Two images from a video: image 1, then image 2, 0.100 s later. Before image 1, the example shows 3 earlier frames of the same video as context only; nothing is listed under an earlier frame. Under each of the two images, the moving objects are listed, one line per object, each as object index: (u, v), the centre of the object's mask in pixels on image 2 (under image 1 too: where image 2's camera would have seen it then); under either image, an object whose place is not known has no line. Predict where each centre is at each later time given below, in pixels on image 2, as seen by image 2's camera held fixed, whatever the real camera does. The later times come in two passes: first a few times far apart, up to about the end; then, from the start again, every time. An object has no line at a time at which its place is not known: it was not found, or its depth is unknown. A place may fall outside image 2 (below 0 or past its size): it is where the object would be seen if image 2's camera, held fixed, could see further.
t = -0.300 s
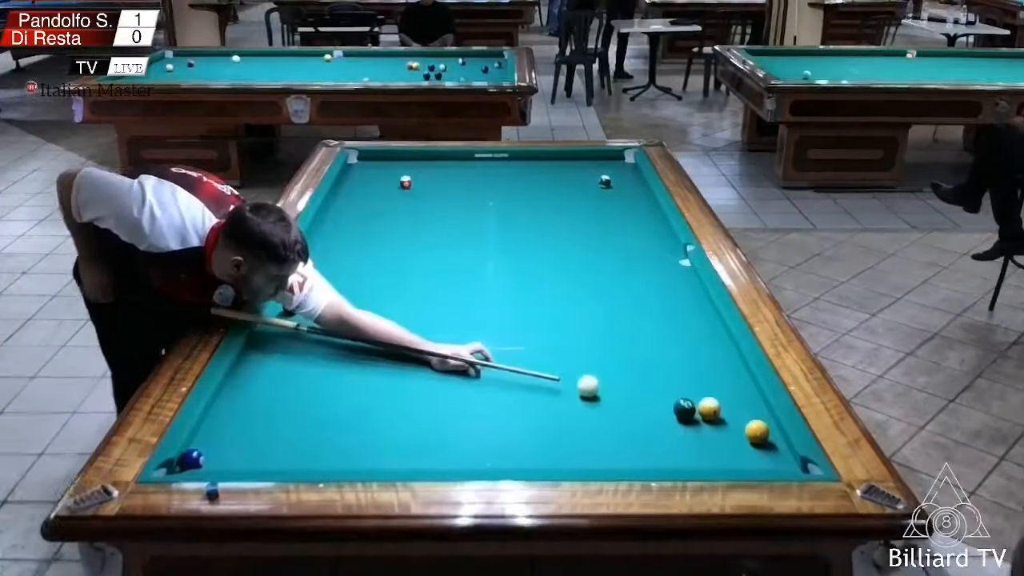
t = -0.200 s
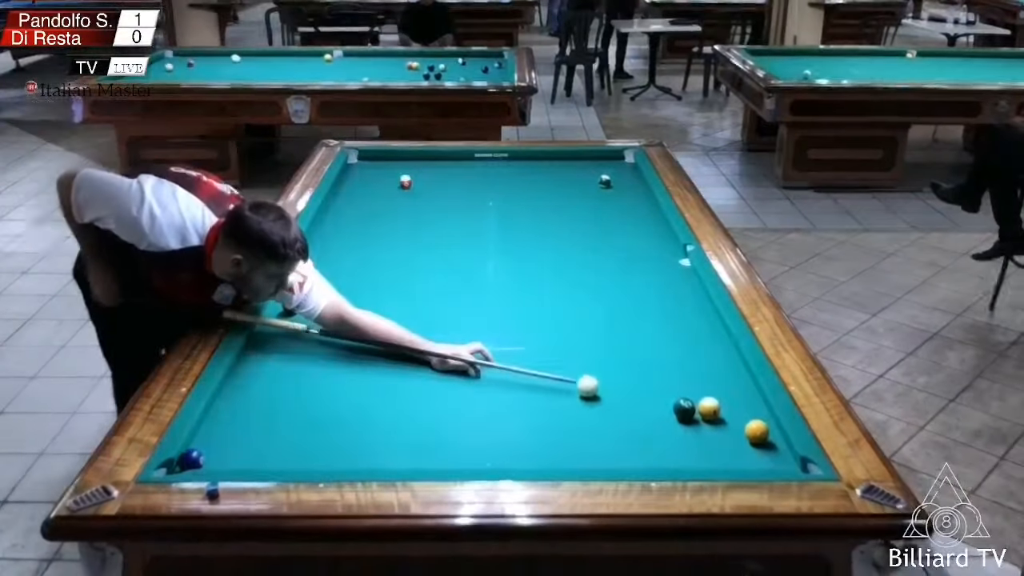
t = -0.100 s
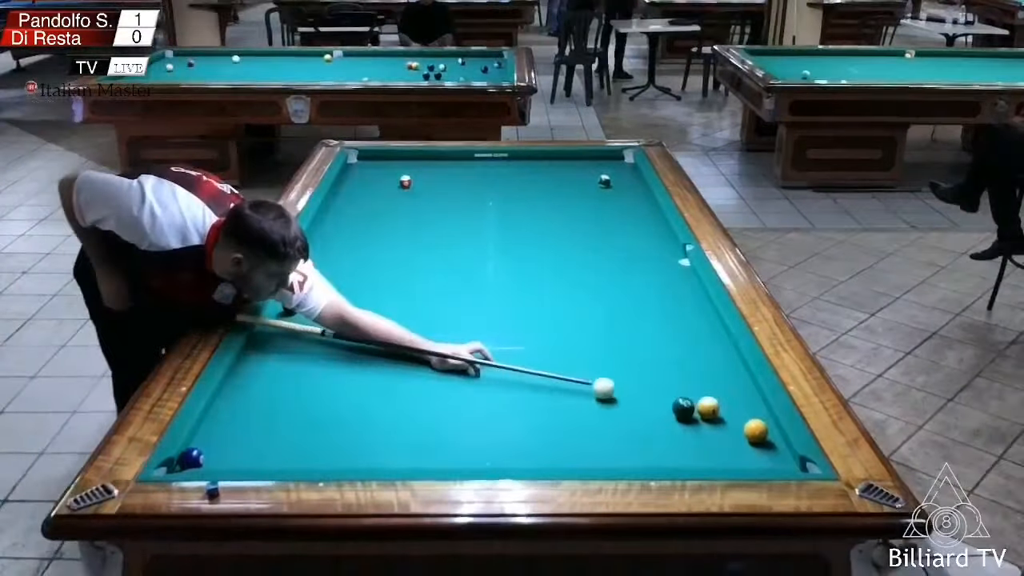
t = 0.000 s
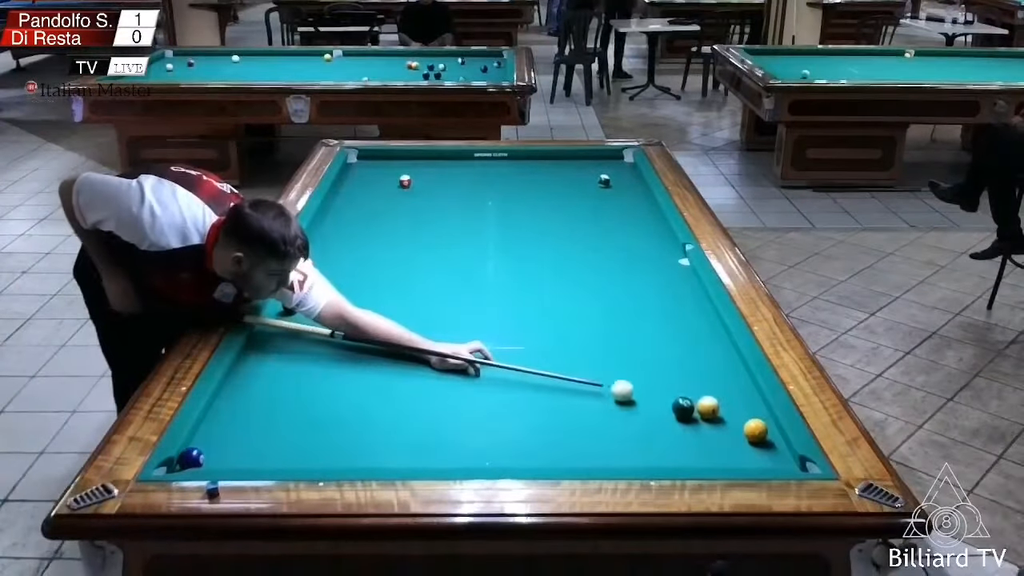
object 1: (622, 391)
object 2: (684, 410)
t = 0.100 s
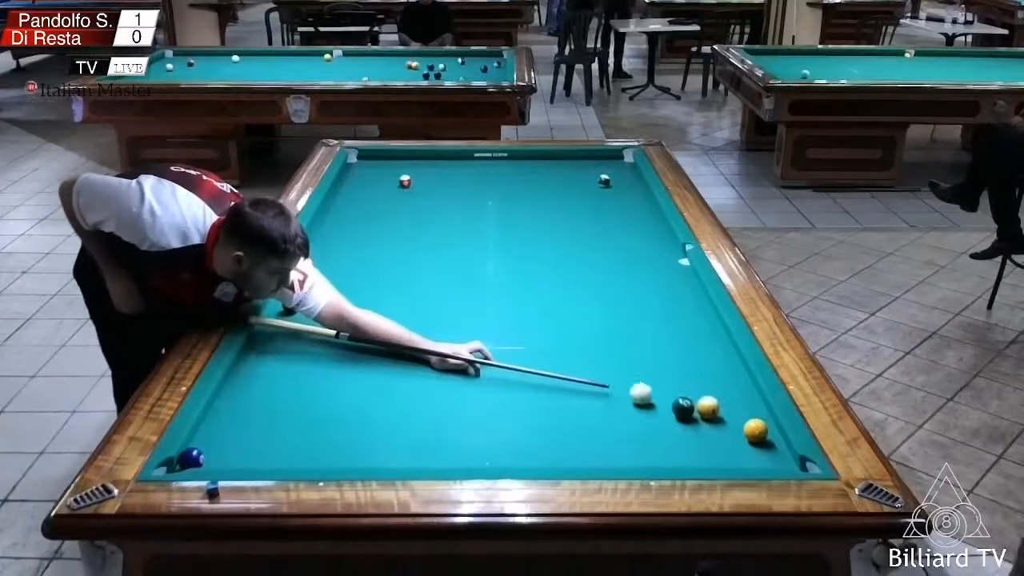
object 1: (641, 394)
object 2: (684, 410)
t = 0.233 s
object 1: (666, 397)
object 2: (684, 410)
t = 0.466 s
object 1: (693, 392)
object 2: (694, 418)
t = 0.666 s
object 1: (718, 388)
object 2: (705, 426)
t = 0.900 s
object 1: (743, 385)
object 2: (715, 433)
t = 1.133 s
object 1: (728, 380)
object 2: (725, 441)
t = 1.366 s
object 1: (712, 375)
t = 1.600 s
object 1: (694, 370)
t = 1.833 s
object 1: (680, 365)
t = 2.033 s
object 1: (670, 362)
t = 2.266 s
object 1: (657, 358)
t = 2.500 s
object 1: (646, 354)
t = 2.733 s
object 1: (635, 351)
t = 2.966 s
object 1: (627, 348)
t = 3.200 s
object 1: (619, 345)
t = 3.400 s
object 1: (613, 343)
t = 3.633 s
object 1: (606, 341)
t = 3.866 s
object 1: (600, 340)
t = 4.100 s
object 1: (596, 338)
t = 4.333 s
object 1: (592, 337)
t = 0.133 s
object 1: (647, 395)
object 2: (684, 410)
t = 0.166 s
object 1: (653, 396)
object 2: (684, 410)
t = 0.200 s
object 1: (656, 396)
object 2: (684, 410)
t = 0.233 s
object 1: (666, 397)
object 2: (684, 410)
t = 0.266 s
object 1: (670, 397)
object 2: (686, 410)
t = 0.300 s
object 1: (673, 396)
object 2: (688, 412)
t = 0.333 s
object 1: (678, 395)
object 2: (688, 413)
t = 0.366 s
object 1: (682, 394)
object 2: (691, 415)
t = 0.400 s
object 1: (686, 394)
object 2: (692, 416)
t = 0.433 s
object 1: (690, 393)
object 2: (694, 417)
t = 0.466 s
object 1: (693, 392)
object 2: (694, 418)
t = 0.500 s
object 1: (697, 391)
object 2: (696, 421)
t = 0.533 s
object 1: (701, 389)
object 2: (698, 422)
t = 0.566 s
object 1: (704, 389)
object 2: (699, 423)
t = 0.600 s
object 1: (708, 388)
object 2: (700, 425)
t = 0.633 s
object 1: (715, 389)
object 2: (703, 426)
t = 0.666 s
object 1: (718, 388)
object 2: (705, 426)
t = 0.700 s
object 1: (721, 388)
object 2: (706, 428)
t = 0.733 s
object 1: (725, 388)
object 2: (707, 428)
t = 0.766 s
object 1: (729, 388)
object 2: (709, 429)
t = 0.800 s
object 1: (732, 387)
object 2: (710, 430)
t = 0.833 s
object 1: (736, 386)
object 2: (712, 431)
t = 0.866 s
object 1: (739, 386)
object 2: (713, 433)
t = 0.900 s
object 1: (743, 385)
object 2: (715, 433)
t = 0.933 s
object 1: (744, 385)
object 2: (715, 434)
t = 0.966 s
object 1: (742, 384)
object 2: (717, 435)
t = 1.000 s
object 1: (739, 383)
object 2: (719, 436)
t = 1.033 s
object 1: (736, 382)
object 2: (721, 438)
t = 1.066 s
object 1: (732, 381)
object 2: (722, 439)
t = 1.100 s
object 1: (730, 381)
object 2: (724, 440)
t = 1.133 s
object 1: (728, 380)
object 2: (725, 441)
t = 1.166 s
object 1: (725, 379)
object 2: (726, 442)
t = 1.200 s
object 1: (722, 378)
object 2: (728, 443)
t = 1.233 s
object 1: (720, 377)
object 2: (729, 444)
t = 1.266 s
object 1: (718, 377)
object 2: (730, 445)
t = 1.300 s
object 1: (716, 376)
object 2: (731, 446)
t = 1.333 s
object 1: (714, 376)
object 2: (733, 449)
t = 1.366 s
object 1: (712, 375)
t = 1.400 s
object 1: (709, 374)
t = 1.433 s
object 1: (706, 373)
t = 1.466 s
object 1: (703, 372)
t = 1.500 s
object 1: (701, 372)
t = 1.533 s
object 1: (699, 371)
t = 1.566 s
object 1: (697, 370)
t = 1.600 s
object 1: (694, 370)
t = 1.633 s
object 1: (692, 369)
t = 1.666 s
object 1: (691, 369)
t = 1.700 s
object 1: (689, 368)
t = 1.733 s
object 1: (687, 368)
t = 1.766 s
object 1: (685, 367)
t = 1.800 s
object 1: (683, 366)
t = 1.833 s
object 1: (680, 365)
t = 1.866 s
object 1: (678, 365)
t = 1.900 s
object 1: (676, 364)
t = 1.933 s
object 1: (675, 362)
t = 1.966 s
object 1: (672, 363)
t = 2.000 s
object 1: (670, 362)
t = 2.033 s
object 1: (670, 362)
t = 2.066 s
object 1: (668, 362)
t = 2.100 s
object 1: (666, 361)
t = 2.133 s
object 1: (664, 360)
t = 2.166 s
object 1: (662, 360)
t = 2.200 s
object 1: (661, 359)
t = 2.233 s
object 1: (659, 359)
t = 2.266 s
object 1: (657, 358)
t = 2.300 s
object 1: (655, 357)
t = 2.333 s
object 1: (653, 357)
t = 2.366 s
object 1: (652, 356)
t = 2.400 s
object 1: (650, 356)
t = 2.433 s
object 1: (649, 355)
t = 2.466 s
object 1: (647, 355)
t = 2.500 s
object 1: (646, 354)
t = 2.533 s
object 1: (645, 354)
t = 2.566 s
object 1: (643, 353)
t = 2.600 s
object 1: (642, 353)
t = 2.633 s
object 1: (639, 352)
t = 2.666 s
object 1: (638, 352)
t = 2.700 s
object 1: (637, 351)
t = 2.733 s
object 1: (635, 351)
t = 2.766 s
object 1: (634, 351)
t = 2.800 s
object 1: (633, 350)
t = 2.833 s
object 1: (632, 350)
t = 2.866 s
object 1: (631, 350)
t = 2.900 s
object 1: (630, 349)
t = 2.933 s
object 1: (628, 349)
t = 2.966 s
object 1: (627, 348)
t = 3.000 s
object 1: (625, 348)
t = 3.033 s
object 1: (624, 347)
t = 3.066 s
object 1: (622, 347)
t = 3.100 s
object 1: (621, 346)
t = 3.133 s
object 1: (621, 346)
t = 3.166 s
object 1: (620, 346)
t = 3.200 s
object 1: (619, 345)
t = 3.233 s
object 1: (618, 345)
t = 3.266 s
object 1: (617, 345)
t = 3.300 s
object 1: (615, 344)
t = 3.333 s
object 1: (614, 344)
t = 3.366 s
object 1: (613, 343)
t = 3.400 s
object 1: (613, 343)
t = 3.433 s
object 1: (612, 343)
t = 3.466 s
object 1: (610, 343)
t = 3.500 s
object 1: (609, 342)
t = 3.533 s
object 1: (609, 342)
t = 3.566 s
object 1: (608, 342)
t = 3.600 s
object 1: (607, 342)
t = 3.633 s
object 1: (606, 341)
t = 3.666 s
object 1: (605, 341)
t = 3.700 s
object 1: (604, 341)
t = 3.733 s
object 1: (603, 341)
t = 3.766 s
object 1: (603, 340)
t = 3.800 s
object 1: (602, 340)
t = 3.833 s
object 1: (601, 340)
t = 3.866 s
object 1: (600, 340)
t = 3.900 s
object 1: (600, 339)
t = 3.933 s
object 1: (599, 339)
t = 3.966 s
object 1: (598, 339)
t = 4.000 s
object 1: (597, 339)
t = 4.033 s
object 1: (597, 339)
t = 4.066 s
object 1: (596, 338)
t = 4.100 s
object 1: (596, 338)
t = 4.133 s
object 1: (595, 338)
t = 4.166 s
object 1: (594, 338)
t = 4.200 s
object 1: (594, 337)
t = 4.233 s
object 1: (593, 337)
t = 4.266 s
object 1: (593, 337)
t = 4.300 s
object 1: (592, 337)
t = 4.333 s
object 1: (592, 337)
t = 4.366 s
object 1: (591, 336)
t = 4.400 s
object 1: (591, 337)
